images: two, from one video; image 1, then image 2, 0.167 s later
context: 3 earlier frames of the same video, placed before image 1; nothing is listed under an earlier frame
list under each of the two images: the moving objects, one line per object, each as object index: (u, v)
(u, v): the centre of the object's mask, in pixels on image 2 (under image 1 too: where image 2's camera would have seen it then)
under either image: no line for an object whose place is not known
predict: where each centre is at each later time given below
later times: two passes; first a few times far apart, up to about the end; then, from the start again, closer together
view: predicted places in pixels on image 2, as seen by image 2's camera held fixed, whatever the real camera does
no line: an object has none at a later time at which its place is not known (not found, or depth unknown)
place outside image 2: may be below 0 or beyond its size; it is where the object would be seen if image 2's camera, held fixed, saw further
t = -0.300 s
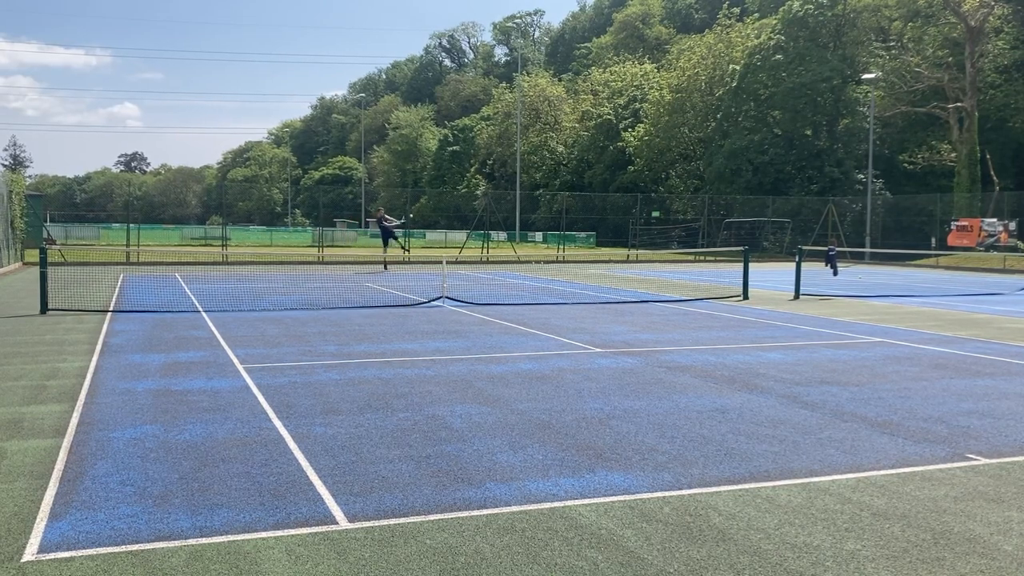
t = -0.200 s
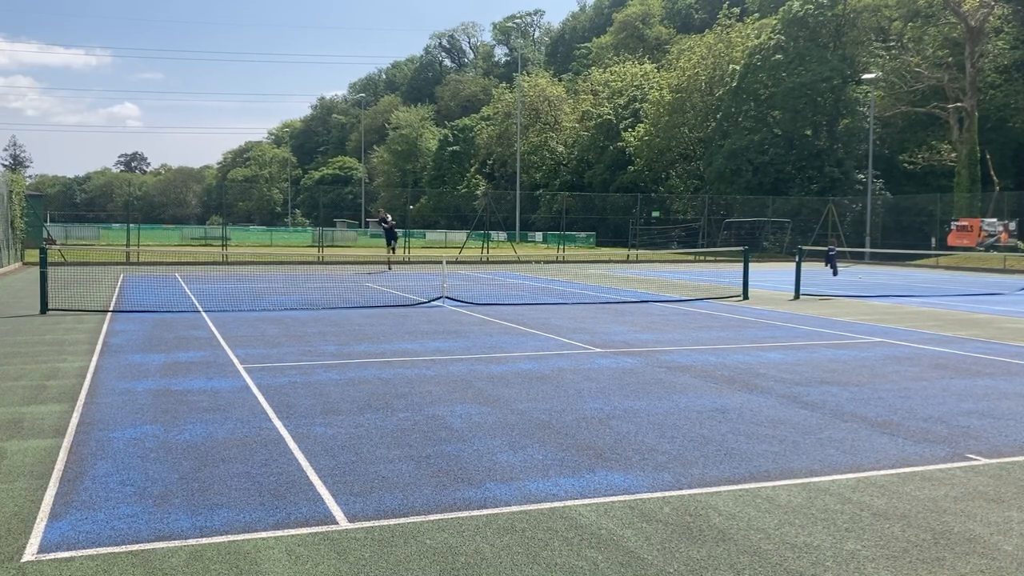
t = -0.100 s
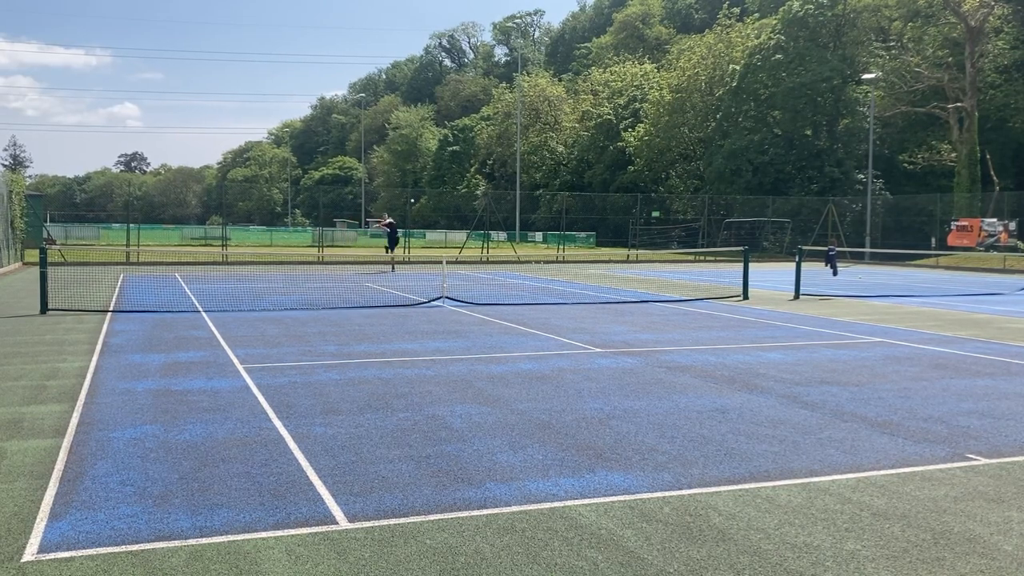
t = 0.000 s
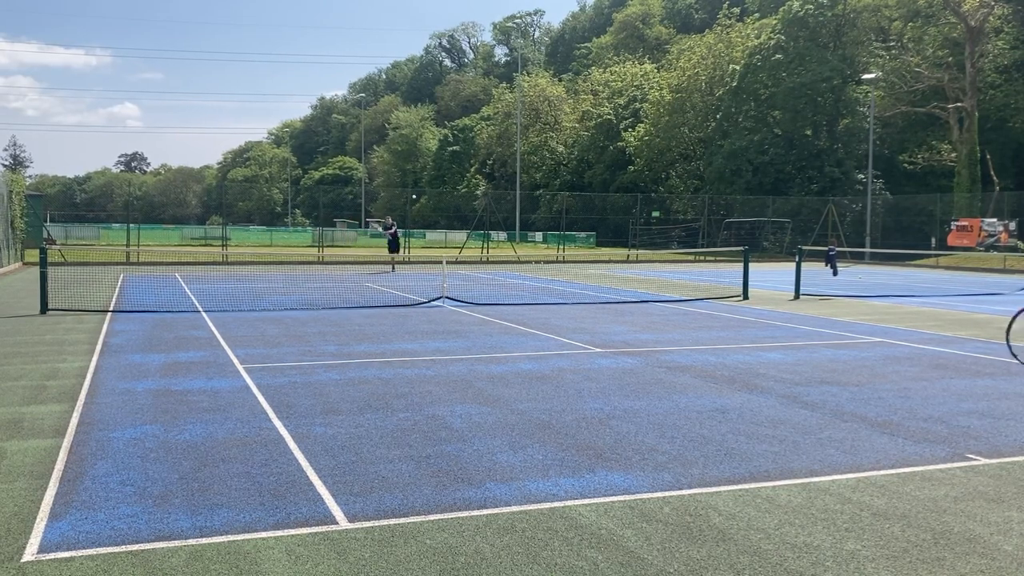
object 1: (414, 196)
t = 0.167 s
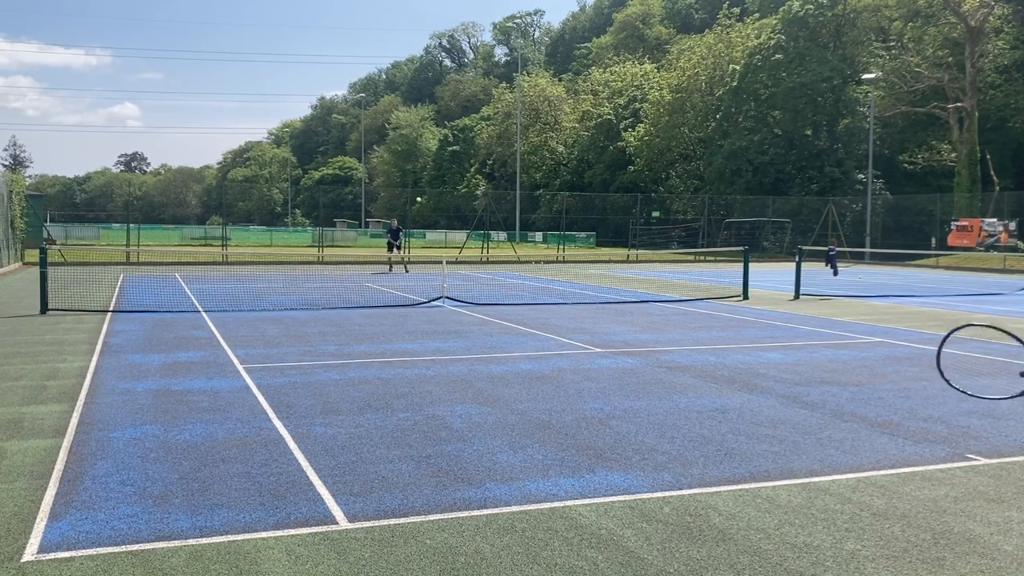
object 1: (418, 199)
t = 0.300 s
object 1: (425, 214)
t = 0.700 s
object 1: (490, 438)
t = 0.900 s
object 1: (571, 411)
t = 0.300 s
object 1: (425, 214)
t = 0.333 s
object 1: (427, 220)
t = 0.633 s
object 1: (472, 385)
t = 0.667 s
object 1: (481, 428)
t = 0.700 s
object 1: (490, 438)
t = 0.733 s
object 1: (499, 429)
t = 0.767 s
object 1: (509, 421)
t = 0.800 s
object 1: (521, 416)
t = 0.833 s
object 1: (535, 411)
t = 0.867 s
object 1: (551, 410)
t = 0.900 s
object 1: (571, 411)
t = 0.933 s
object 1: (594, 416)
